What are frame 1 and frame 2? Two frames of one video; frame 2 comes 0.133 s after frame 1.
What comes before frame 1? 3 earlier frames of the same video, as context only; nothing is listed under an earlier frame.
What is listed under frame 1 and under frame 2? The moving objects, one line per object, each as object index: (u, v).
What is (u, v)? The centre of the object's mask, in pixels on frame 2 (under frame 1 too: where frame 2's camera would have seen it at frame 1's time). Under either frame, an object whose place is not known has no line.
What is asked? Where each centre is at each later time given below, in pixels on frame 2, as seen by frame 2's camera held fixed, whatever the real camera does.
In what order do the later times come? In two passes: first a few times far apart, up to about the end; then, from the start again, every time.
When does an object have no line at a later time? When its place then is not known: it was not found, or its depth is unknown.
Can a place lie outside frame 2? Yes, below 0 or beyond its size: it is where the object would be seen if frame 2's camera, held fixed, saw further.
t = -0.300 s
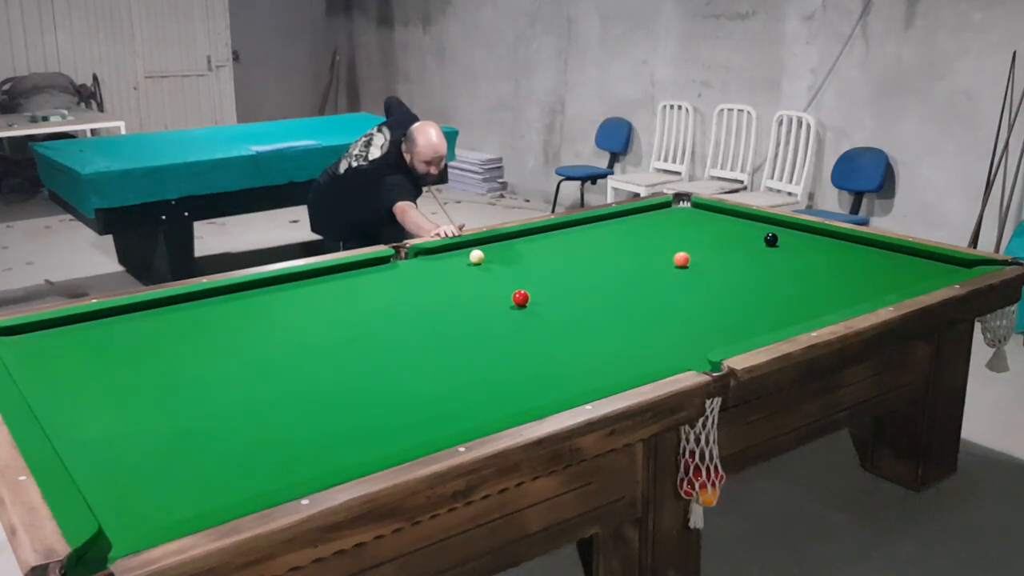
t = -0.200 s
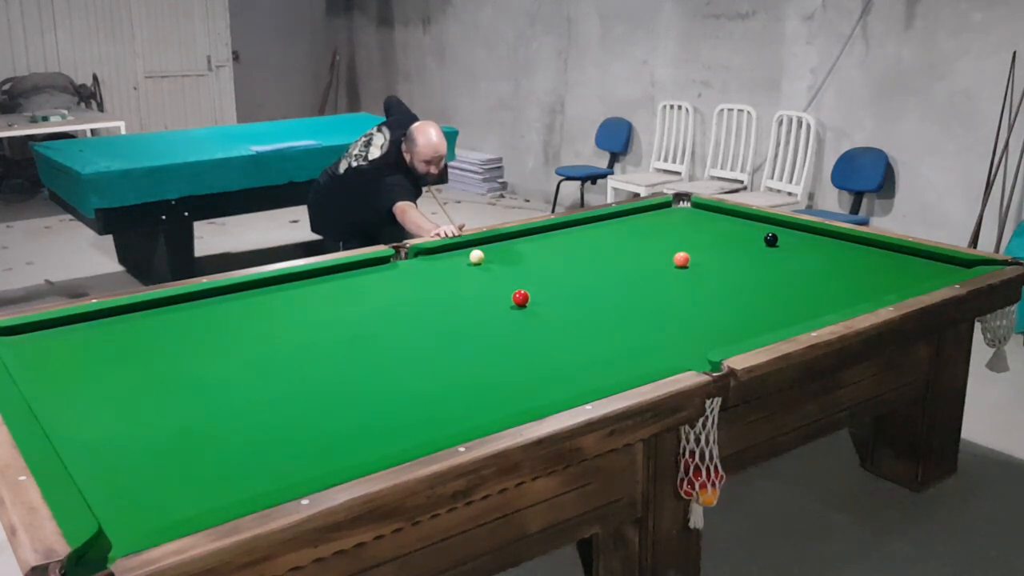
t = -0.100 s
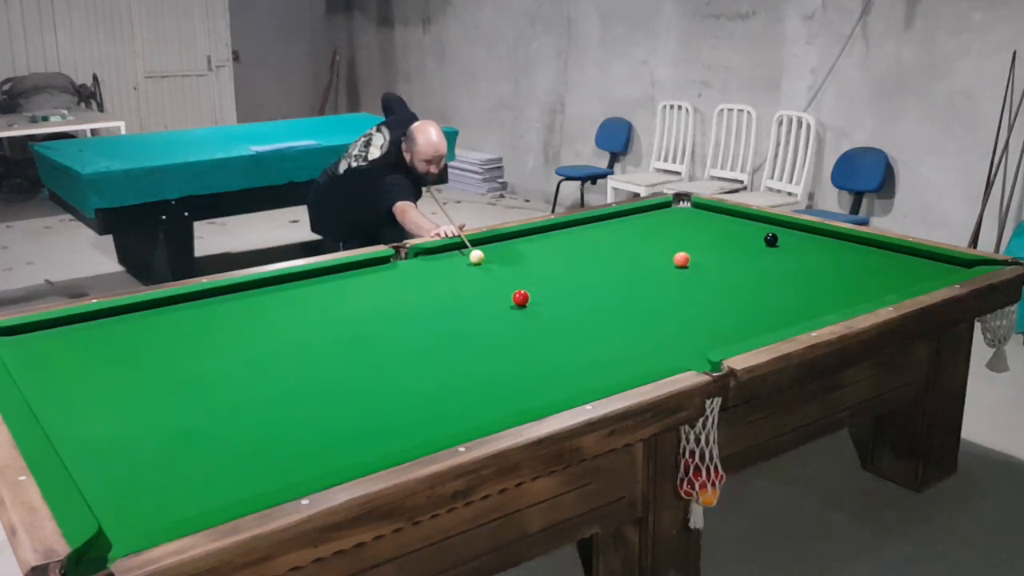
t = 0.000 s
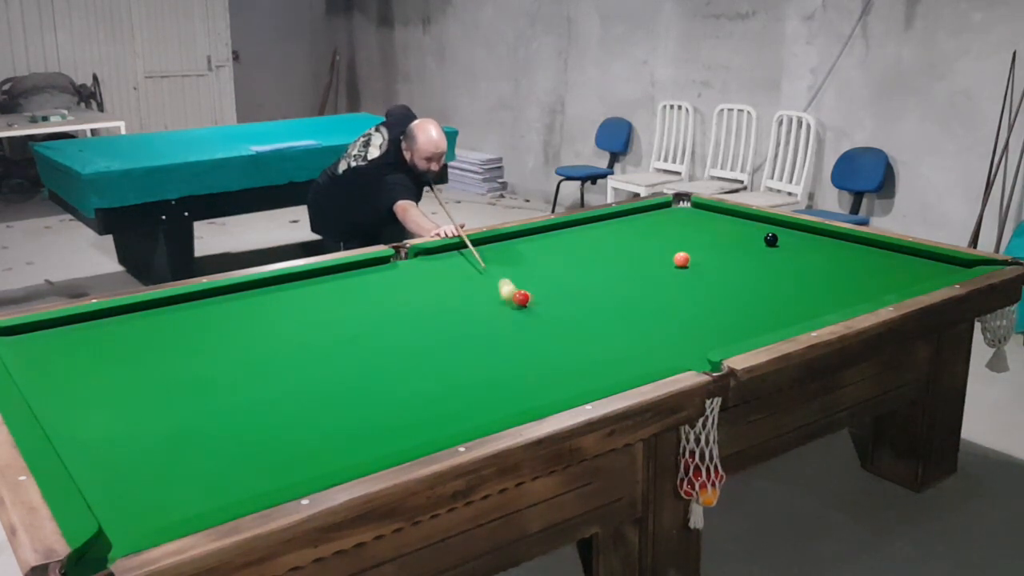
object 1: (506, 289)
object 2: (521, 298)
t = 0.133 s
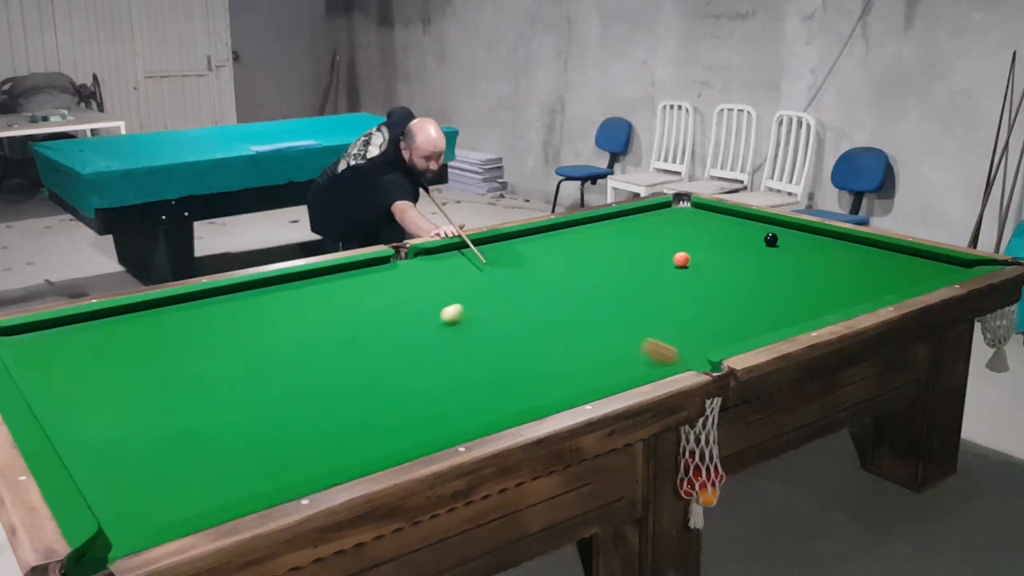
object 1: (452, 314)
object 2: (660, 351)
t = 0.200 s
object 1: (424, 325)
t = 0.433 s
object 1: (328, 375)
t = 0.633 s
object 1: (222, 430)
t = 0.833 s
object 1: (102, 497)
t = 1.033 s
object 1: (230, 479)
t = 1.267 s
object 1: (357, 456)
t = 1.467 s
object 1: (419, 429)
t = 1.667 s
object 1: (471, 404)
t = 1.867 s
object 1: (516, 383)
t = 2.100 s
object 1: (561, 360)
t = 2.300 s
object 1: (594, 343)
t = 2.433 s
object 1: (613, 333)
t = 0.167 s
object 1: (437, 319)
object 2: (696, 364)
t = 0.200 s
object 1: (424, 325)
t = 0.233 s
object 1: (411, 332)
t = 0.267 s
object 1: (399, 338)
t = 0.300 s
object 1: (385, 345)
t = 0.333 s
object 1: (372, 352)
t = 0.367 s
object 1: (358, 359)
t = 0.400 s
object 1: (343, 367)
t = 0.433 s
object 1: (328, 375)
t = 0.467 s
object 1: (313, 383)
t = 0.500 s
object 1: (296, 392)
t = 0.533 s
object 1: (278, 401)
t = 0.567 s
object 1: (261, 410)
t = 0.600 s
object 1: (242, 420)
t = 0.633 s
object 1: (222, 430)
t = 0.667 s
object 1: (202, 441)
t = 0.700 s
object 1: (180, 452)
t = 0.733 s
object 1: (158, 465)
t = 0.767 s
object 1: (135, 477)
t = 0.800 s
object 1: (111, 489)
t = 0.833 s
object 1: (102, 497)
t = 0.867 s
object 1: (126, 494)
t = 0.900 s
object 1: (149, 490)
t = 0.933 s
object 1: (170, 487)
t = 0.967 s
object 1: (190, 485)
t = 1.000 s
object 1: (210, 482)
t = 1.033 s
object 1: (230, 479)
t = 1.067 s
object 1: (249, 476)
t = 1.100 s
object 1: (269, 474)
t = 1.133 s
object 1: (287, 470)
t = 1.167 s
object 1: (306, 467)
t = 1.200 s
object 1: (323, 463)
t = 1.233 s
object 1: (341, 460)
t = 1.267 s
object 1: (357, 456)
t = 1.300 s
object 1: (368, 451)
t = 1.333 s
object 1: (379, 446)
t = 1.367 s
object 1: (389, 442)
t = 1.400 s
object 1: (399, 438)
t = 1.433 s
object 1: (409, 433)
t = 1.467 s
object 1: (419, 429)
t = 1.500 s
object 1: (428, 425)
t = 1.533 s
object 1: (437, 421)
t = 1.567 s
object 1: (446, 417)
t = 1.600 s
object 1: (454, 413)
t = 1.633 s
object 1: (463, 409)
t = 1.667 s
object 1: (471, 404)
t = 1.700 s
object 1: (479, 401)
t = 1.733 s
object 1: (487, 397)
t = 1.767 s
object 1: (495, 393)
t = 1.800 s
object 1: (502, 390)
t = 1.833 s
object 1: (509, 386)
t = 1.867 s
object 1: (516, 383)
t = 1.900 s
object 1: (523, 379)
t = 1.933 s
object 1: (530, 376)
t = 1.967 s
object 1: (536, 373)
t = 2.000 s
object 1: (543, 369)
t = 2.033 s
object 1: (549, 366)
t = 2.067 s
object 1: (555, 363)
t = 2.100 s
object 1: (561, 360)
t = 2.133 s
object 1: (566, 357)
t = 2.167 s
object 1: (572, 354)
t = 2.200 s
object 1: (578, 351)
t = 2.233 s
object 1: (583, 349)
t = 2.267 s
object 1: (588, 346)
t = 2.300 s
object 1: (594, 343)
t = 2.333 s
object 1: (598, 341)
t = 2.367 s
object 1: (603, 338)
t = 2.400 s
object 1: (608, 336)
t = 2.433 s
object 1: (613, 333)
